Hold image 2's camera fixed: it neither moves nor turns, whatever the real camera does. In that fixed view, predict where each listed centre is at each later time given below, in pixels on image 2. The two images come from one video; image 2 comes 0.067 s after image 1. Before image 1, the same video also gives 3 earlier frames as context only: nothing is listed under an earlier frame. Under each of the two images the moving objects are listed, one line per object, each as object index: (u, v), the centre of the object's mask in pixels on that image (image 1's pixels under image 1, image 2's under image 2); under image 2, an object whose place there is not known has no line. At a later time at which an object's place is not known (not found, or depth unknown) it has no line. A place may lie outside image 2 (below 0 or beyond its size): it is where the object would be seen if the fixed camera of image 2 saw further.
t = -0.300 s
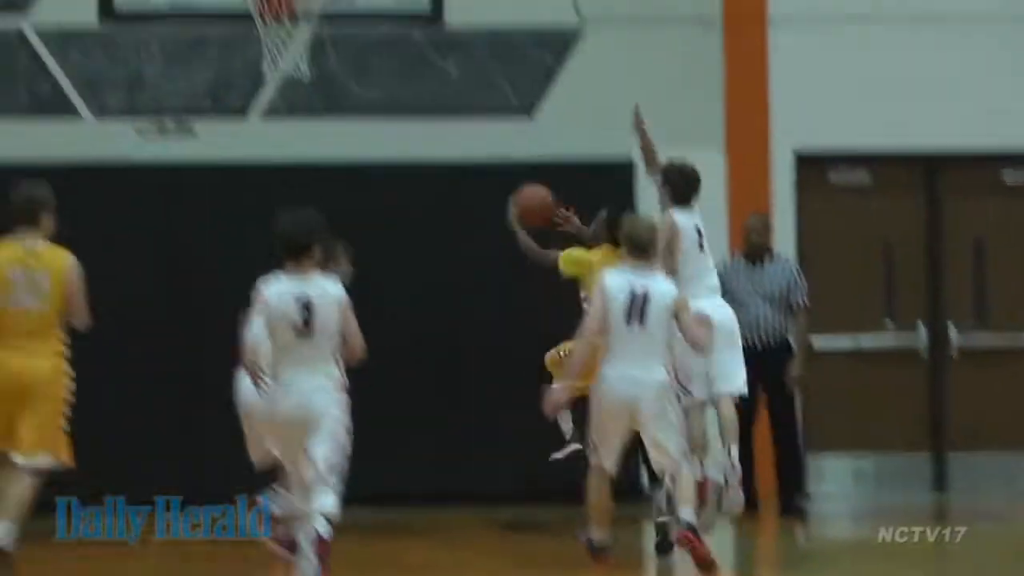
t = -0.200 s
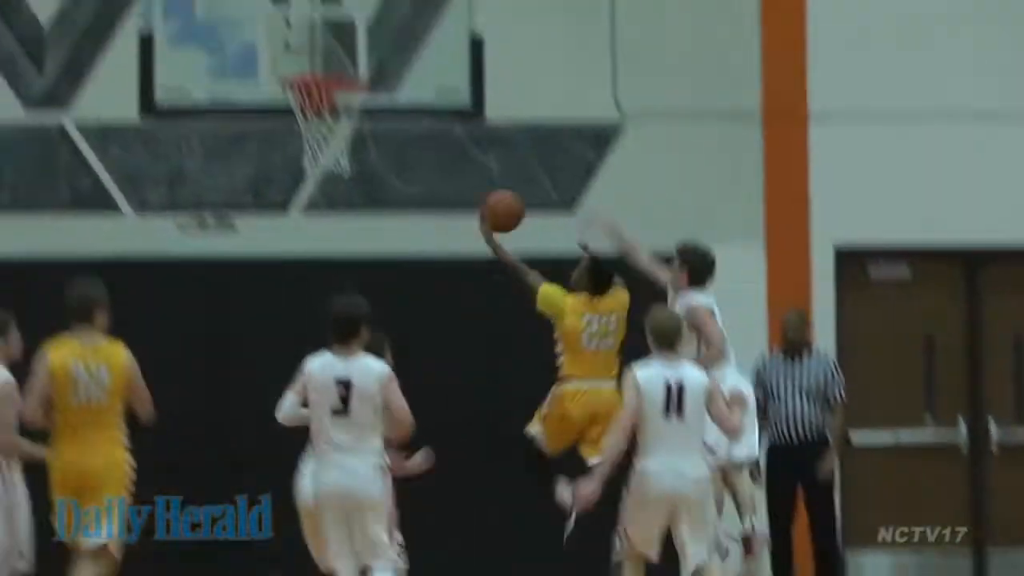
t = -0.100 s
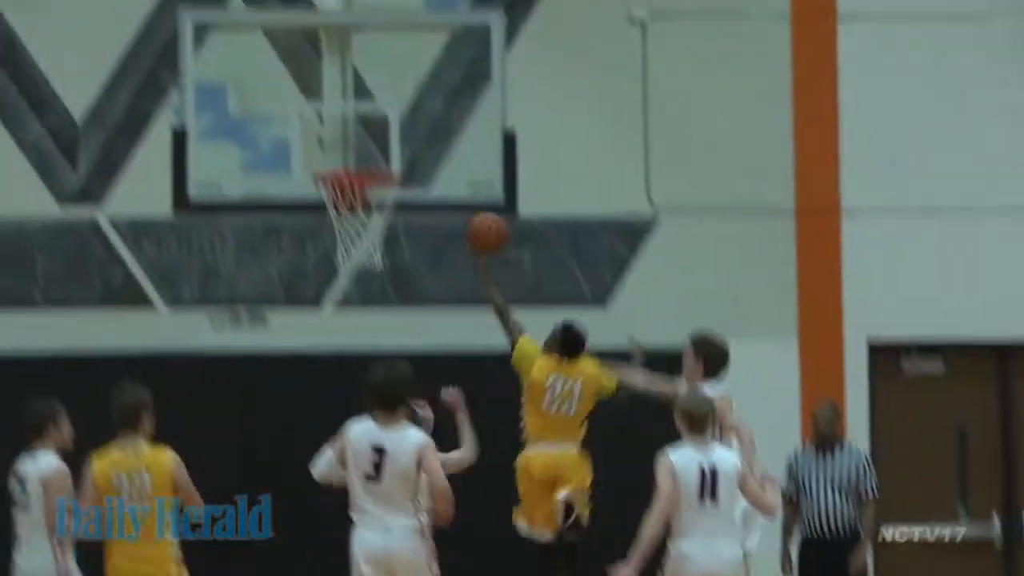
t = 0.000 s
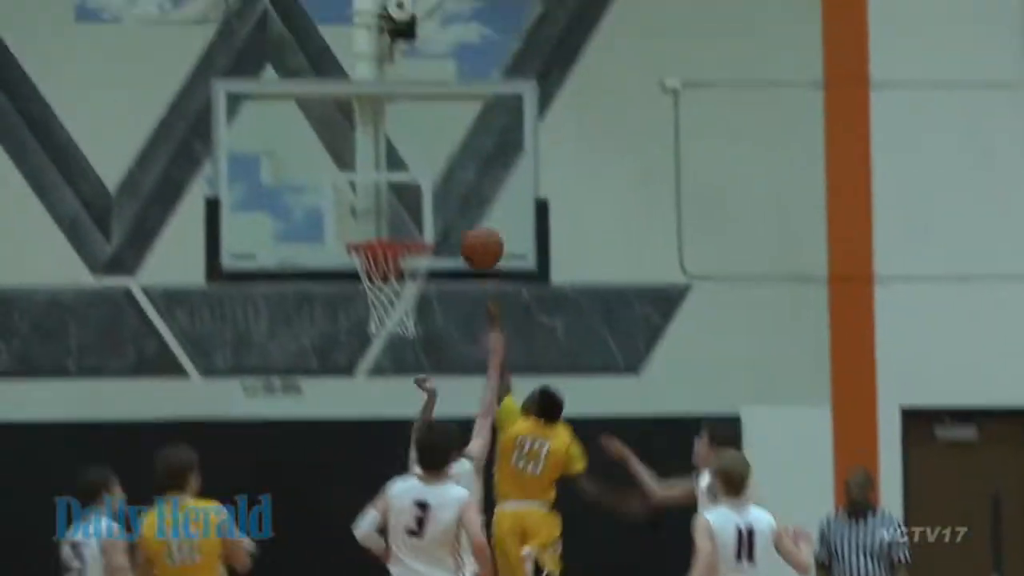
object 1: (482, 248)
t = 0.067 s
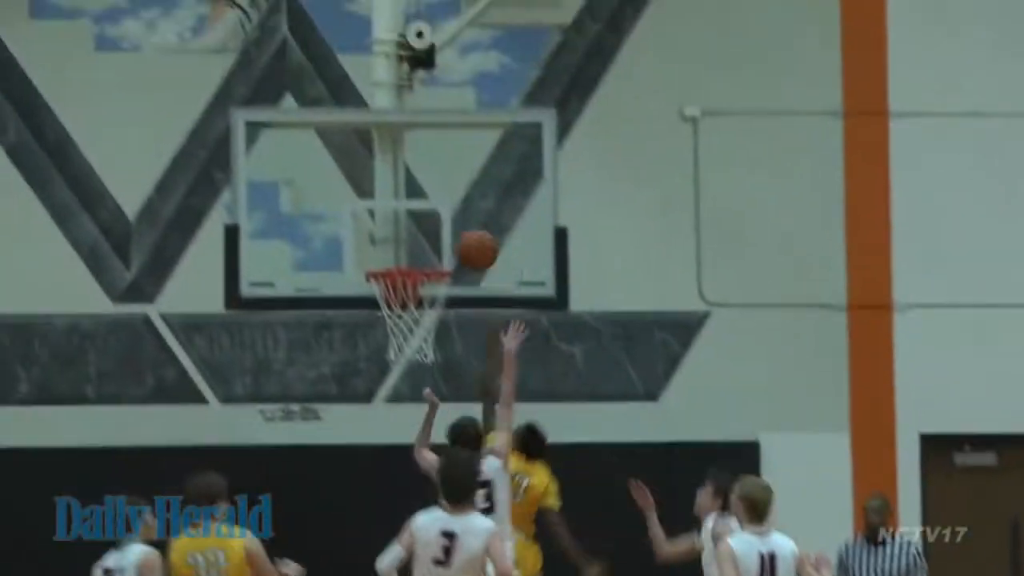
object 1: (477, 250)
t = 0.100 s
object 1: (471, 243)
